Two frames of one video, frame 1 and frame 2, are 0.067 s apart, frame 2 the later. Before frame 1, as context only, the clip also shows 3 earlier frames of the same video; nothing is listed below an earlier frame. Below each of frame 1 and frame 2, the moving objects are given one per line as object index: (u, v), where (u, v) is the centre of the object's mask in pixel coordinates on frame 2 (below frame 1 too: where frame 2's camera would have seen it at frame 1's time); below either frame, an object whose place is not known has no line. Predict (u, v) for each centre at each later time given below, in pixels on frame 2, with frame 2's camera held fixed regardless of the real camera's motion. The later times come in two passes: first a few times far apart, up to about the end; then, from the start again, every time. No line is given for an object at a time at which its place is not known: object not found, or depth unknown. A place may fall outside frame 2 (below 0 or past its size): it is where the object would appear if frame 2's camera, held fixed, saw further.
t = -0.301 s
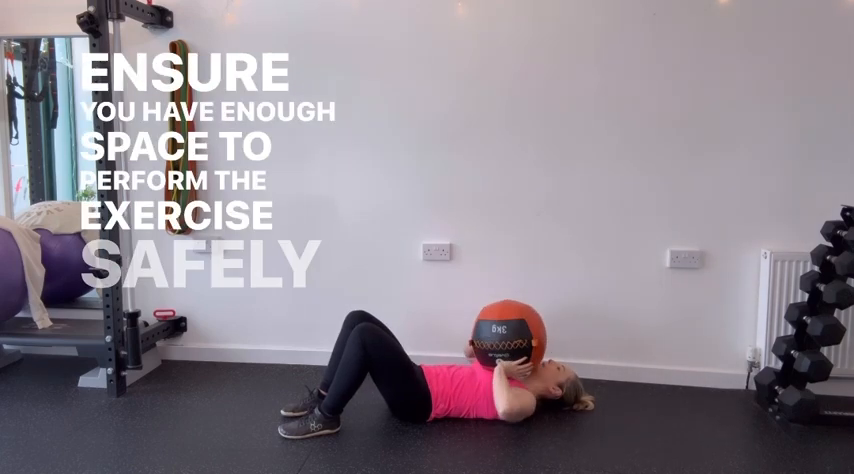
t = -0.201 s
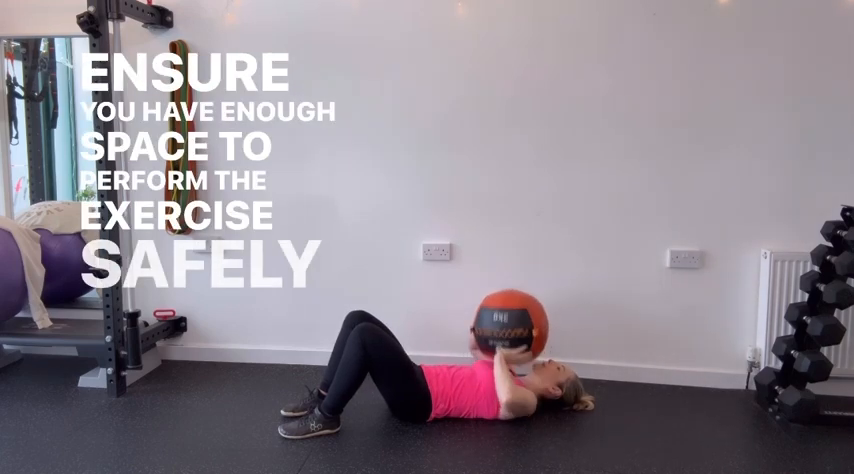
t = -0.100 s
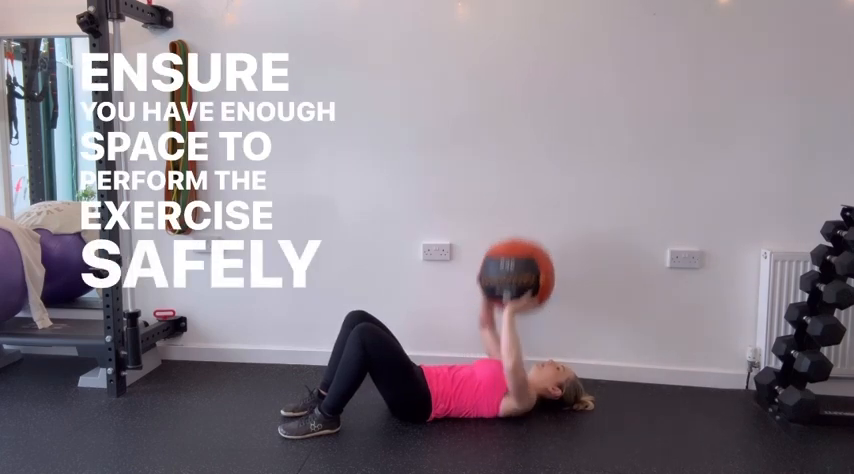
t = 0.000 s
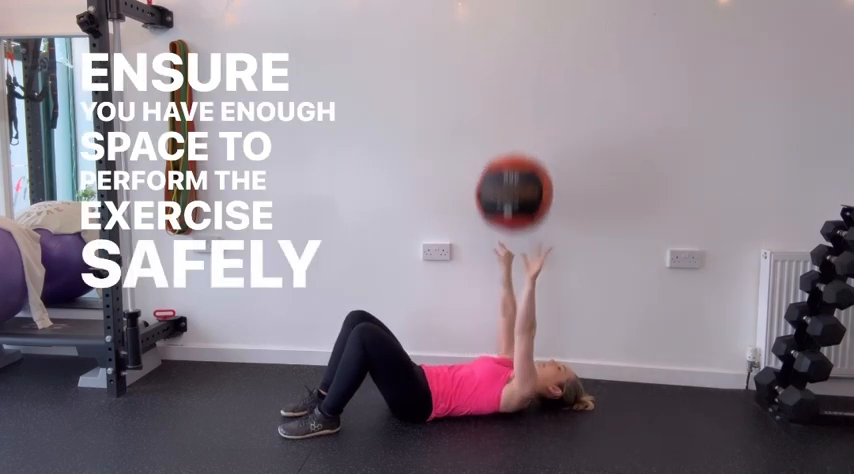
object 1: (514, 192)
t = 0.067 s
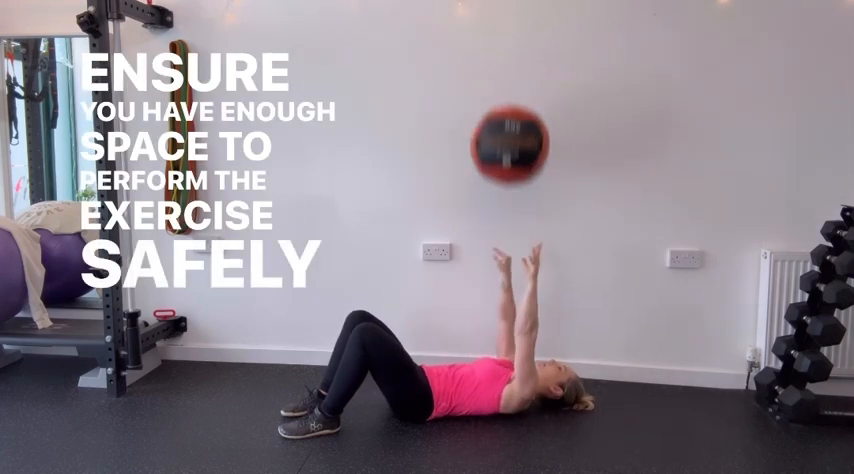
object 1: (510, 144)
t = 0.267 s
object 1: (497, 58)
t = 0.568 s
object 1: (473, 105)
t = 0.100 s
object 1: (508, 124)
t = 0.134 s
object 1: (505, 106)
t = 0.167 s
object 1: (503, 90)
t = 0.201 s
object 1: (501, 77)
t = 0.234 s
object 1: (499, 66)
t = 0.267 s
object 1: (497, 58)
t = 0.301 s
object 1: (495, 53)
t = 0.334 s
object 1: (492, 50)
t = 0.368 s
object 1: (489, 50)
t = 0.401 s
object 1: (487, 53)
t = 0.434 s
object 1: (484, 58)
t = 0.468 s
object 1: (481, 66)
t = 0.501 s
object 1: (478, 77)
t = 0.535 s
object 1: (476, 89)
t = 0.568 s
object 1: (473, 105)
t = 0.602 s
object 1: (470, 122)
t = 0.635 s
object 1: (466, 142)
